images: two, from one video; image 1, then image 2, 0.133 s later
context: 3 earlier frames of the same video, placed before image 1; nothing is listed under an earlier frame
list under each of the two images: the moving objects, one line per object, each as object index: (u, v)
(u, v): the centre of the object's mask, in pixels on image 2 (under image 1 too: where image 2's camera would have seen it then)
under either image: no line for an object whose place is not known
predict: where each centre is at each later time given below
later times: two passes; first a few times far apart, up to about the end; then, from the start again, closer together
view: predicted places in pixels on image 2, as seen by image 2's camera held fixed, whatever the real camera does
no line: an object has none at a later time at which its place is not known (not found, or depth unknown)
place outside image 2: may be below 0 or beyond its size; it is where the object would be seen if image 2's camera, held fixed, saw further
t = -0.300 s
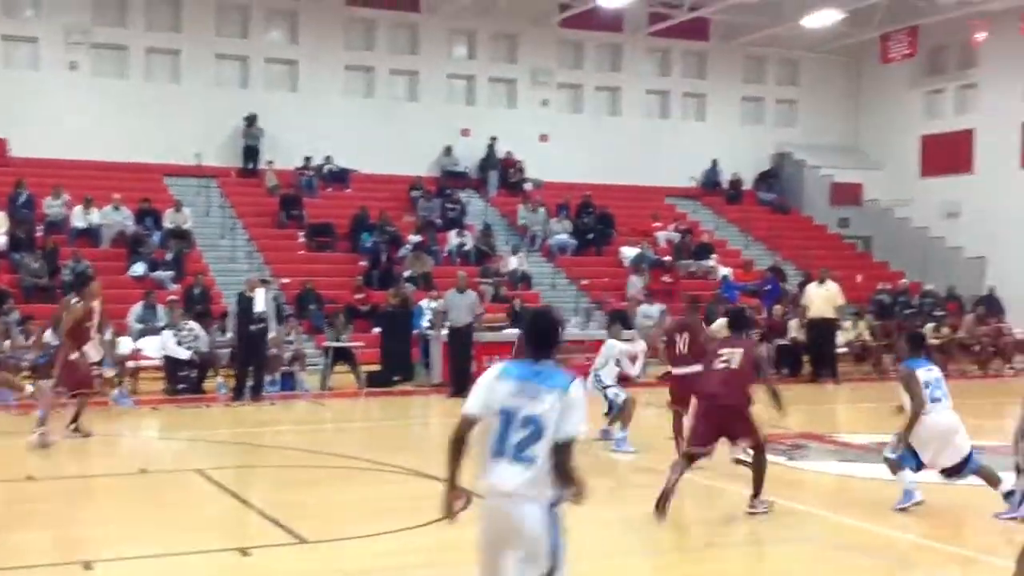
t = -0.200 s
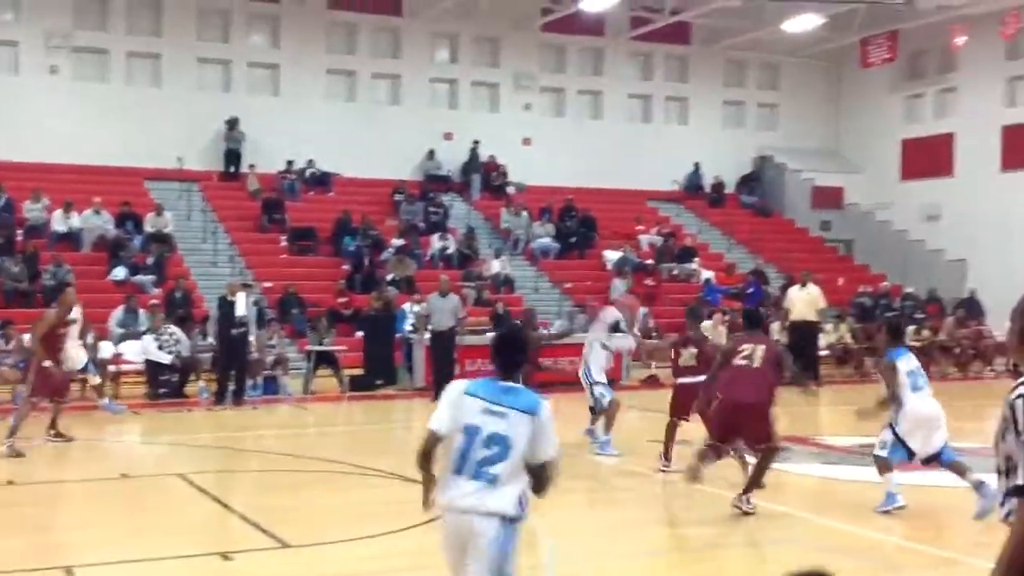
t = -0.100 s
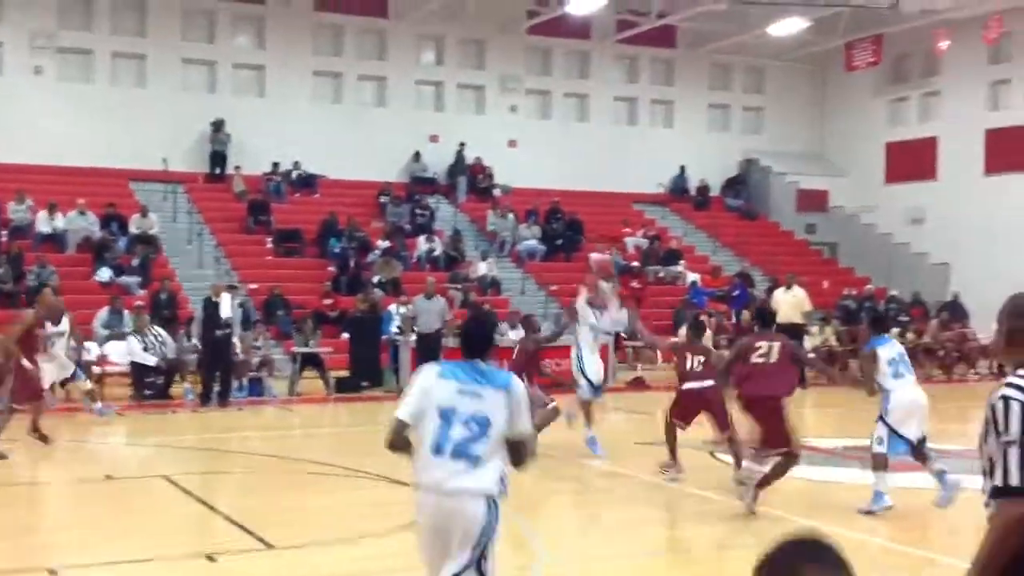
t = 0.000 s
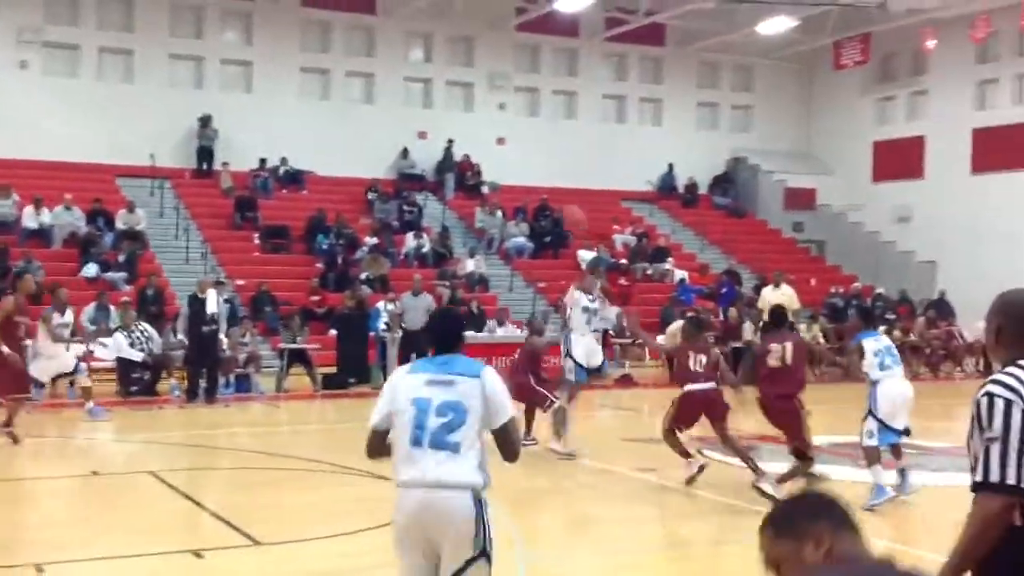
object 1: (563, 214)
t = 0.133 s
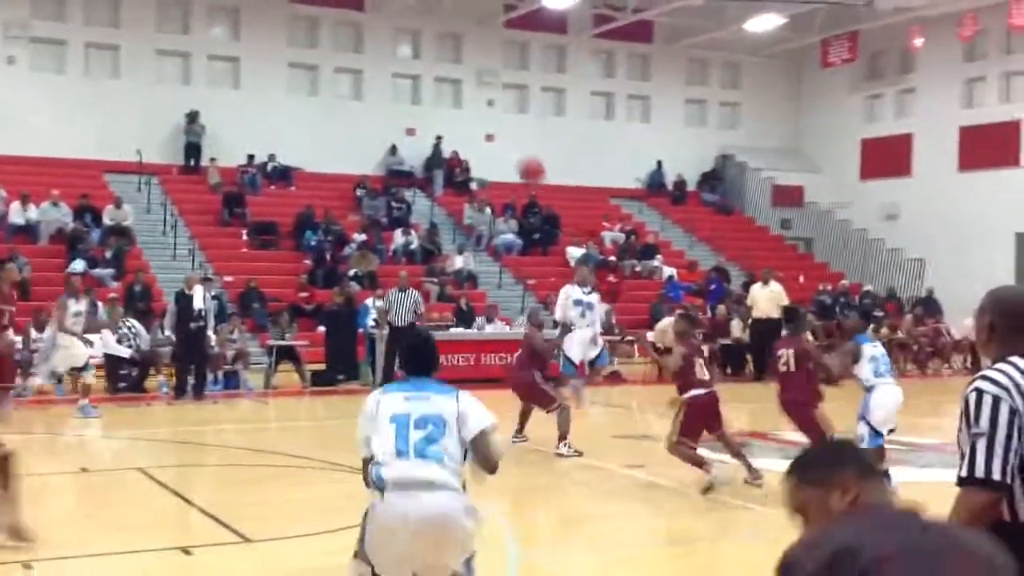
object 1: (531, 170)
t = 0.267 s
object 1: (495, 135)
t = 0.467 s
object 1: (415, 110)
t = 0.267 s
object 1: (495, 135)
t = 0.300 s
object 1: (484, 128)
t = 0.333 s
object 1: (472, 122)
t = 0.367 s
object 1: (460, 118)
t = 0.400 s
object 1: (446, 114)
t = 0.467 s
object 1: (415, 110)
